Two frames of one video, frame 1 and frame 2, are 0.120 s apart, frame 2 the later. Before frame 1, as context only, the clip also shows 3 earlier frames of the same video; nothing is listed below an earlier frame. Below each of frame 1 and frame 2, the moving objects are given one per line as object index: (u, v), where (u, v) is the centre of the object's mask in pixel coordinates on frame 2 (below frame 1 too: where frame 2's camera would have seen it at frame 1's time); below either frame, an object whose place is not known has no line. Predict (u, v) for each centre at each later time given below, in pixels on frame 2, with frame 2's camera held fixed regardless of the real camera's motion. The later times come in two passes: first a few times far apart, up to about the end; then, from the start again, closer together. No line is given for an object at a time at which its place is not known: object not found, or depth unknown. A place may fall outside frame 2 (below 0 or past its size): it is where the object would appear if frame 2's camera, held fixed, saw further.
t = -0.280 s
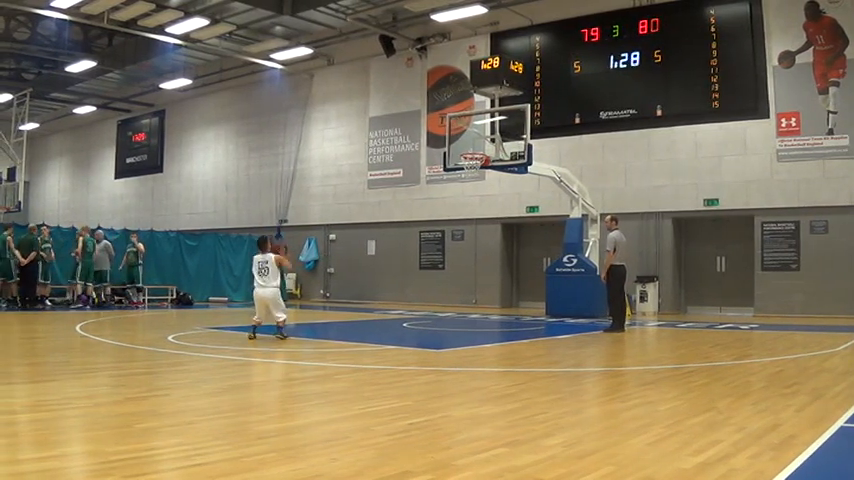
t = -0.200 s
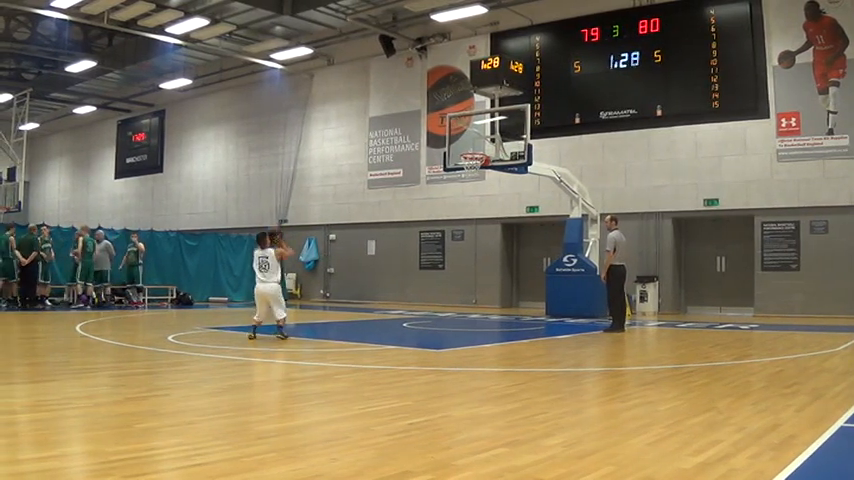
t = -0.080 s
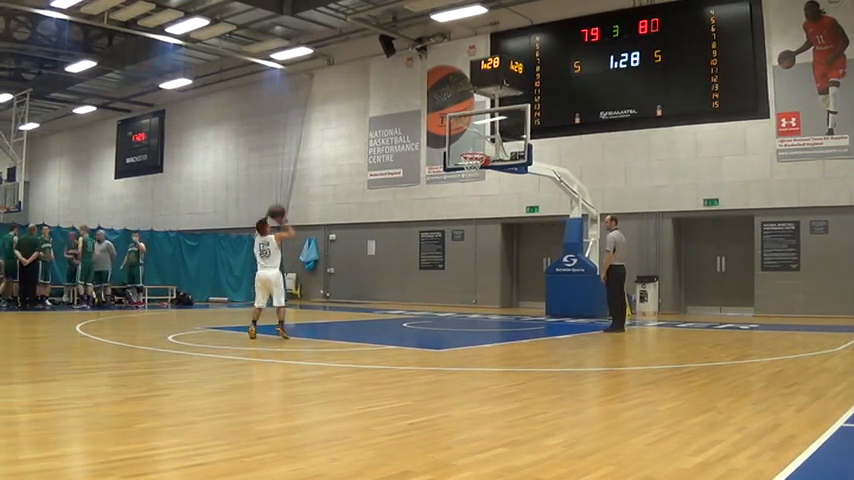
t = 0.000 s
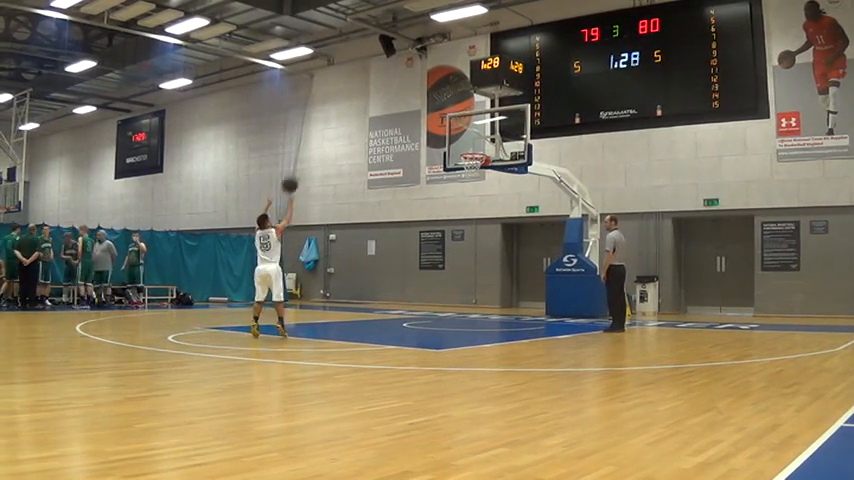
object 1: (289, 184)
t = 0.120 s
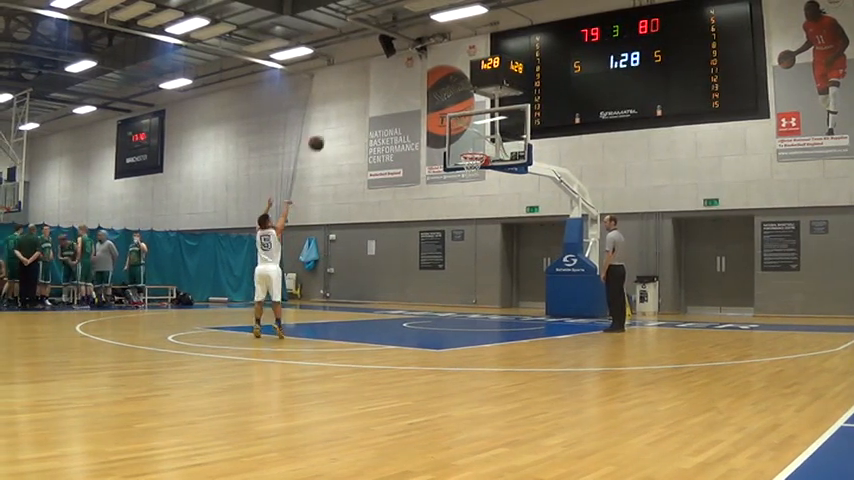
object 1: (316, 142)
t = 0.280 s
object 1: (348, 107)
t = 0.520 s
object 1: (392, 85)
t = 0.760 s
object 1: (430, 99)
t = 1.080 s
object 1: (474, 159)
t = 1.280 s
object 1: (478, 188)
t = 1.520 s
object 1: (477, 244)
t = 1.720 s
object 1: (476, 313)
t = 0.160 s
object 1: (324, 132)
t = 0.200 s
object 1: (332, 122)
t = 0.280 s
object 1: (348, 107)
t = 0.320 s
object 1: (356, 100)
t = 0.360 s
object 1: (363, 95)
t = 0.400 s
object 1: (371, 91)
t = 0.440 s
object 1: (378, 88)
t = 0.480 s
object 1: (385, 86)
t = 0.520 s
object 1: (392, 85)
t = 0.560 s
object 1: (398, 85)
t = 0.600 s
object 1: (405, 86)
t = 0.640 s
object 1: (411, 87)
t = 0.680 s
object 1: (418, 90)
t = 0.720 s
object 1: (423, 93)
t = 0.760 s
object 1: (430, 99)
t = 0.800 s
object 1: (436, 105)
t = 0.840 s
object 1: (441, 108)
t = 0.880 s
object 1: (448, 115)
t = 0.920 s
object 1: (454, 122)
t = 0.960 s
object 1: (459, 131)
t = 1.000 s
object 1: (464, 139)
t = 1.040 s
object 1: (470, 148)
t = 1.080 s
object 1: (474, 159)
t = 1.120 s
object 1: (479, 165)
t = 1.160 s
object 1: (479, 172)
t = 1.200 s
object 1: (479, 176)
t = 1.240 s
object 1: (479, 181)
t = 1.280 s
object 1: (478, 188)
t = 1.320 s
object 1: (478, 195)
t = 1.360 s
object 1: (478, 203)
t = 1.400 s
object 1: (478, 211)
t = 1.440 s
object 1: (478, 221)
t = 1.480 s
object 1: (478, 232)
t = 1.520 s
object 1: (477, 244)
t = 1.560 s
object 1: (477, 256)
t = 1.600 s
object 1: (477, 270)
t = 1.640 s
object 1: (477, 284)
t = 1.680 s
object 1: (476, 299)
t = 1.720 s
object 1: (476, 313)
